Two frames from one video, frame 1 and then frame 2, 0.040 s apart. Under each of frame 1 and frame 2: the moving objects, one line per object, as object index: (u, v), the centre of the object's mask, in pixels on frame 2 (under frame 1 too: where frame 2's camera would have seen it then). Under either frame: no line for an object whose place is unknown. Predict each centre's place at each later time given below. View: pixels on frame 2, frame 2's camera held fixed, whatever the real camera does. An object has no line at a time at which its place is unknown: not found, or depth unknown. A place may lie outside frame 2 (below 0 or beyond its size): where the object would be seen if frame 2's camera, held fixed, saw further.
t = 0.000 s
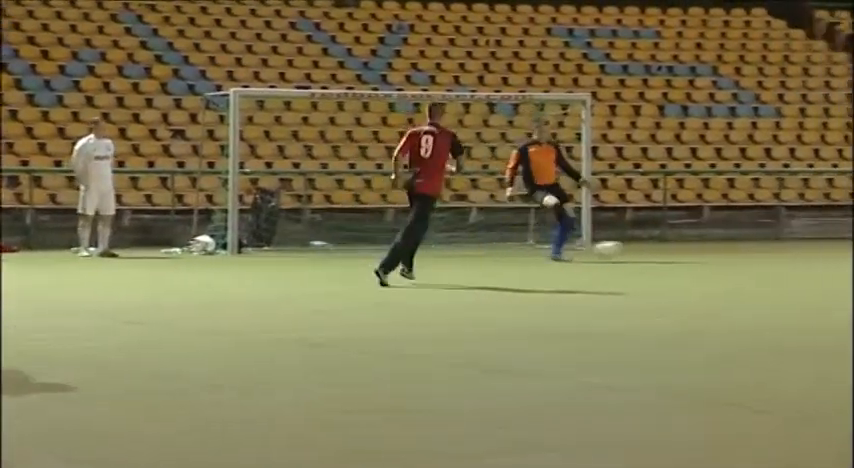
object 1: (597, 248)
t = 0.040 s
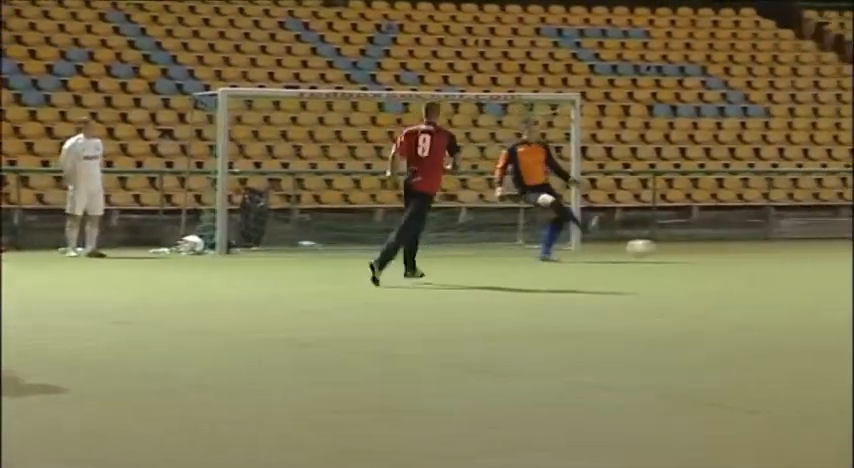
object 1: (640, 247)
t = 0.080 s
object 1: (683, 247)
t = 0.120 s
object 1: (724, 247)
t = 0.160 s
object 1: (768, 251)
